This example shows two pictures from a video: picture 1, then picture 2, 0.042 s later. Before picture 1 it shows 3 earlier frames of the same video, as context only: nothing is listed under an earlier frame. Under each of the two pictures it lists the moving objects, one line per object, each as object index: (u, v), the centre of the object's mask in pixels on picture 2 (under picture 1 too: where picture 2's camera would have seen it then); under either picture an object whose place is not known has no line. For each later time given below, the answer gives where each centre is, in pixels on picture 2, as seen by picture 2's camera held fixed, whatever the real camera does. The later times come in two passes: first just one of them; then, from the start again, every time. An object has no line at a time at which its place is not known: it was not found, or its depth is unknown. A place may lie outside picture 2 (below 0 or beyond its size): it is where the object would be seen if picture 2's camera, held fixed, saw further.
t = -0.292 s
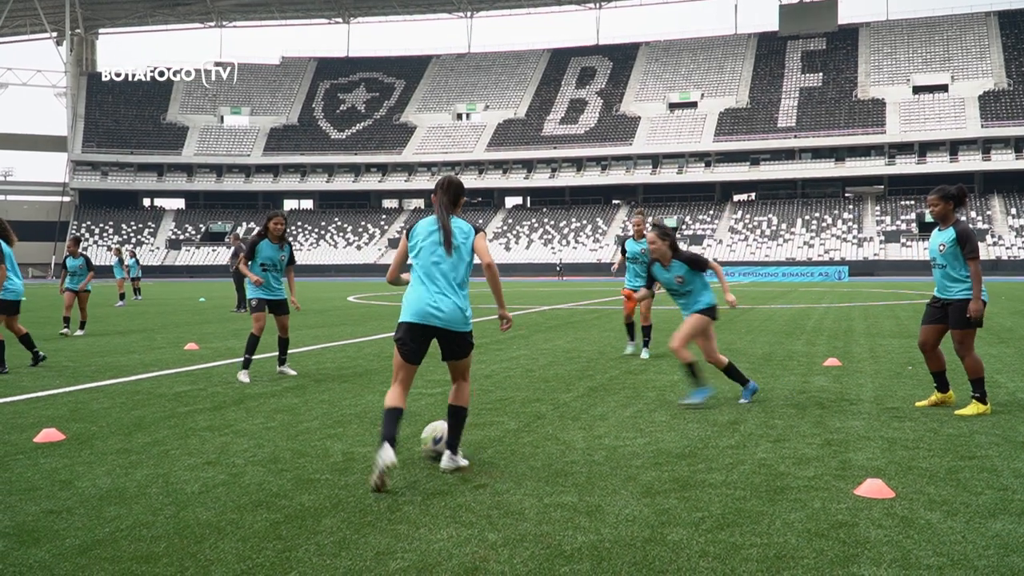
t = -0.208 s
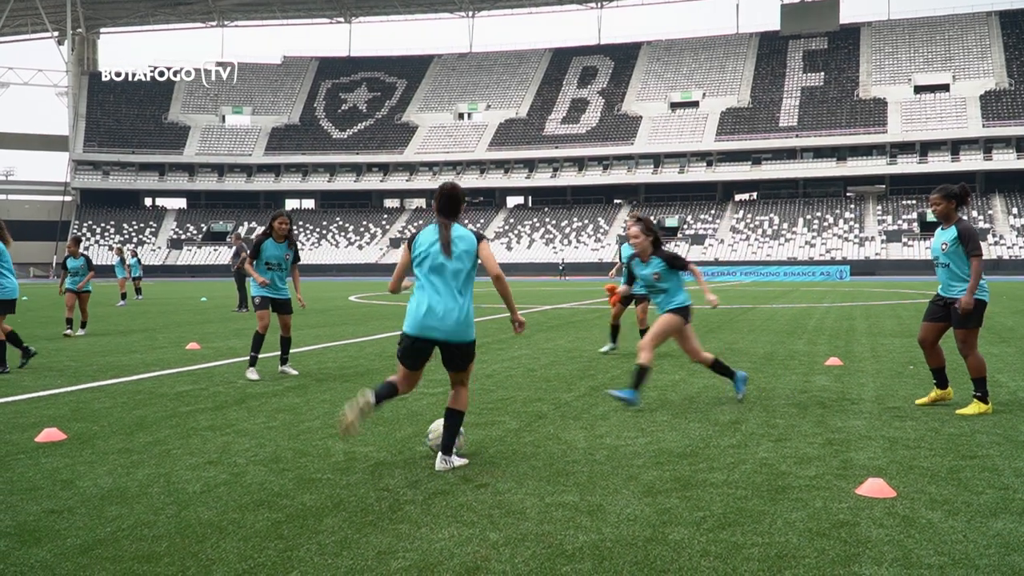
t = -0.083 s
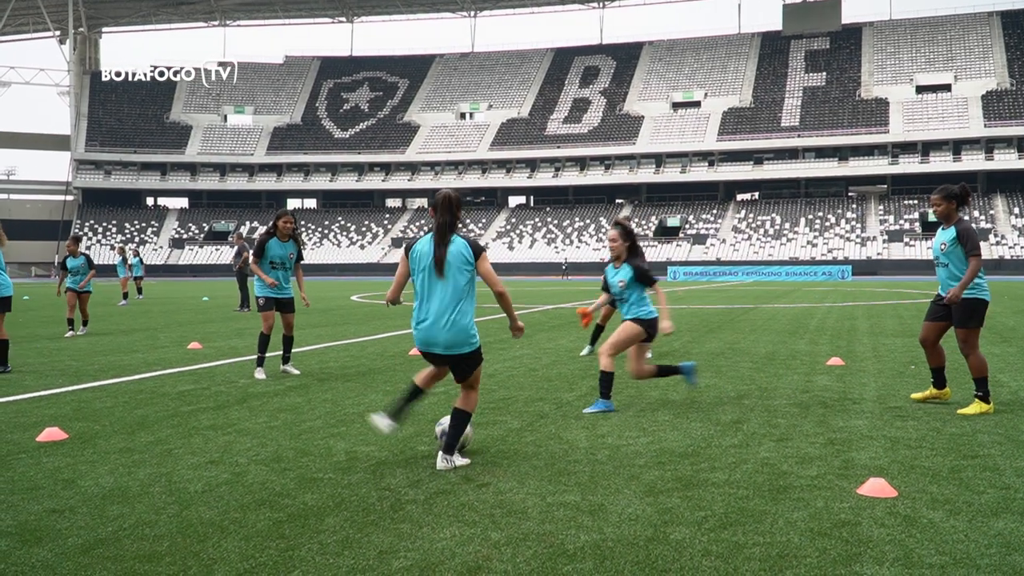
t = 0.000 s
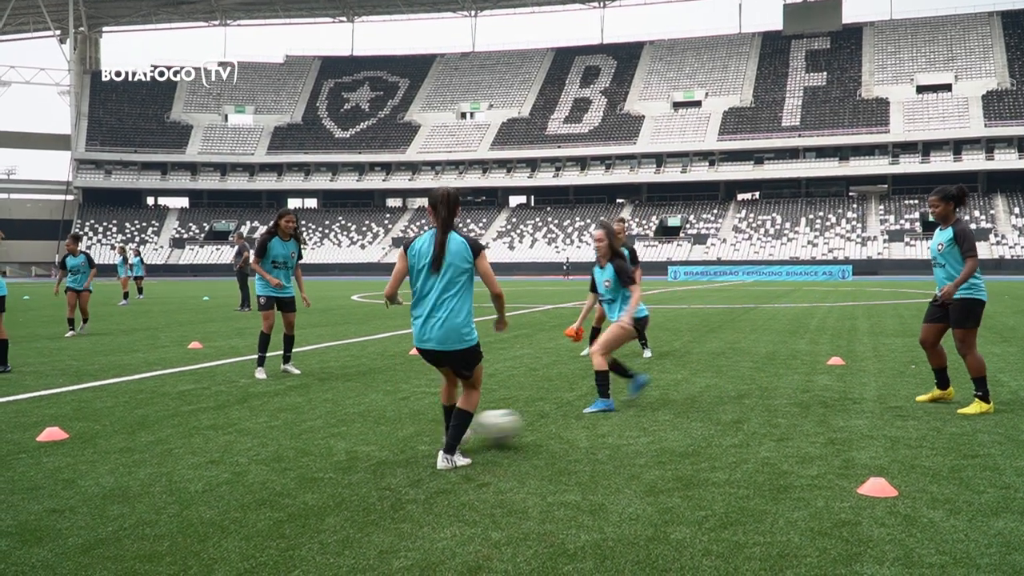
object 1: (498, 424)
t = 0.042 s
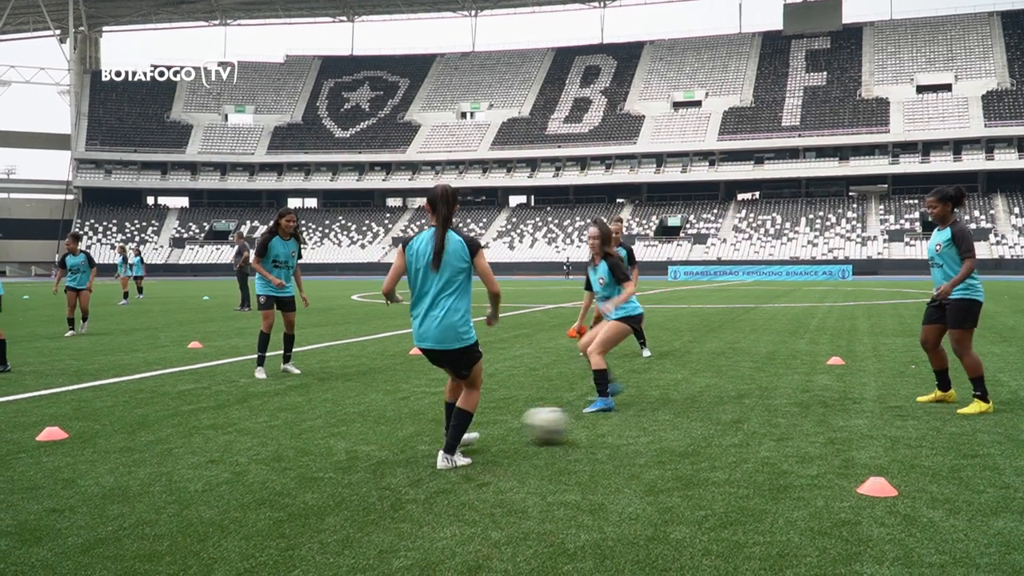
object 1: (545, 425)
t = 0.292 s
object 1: (770, 409)
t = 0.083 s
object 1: (592, 422)
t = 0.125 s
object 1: (633, 419)
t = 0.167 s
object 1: (672, 417)
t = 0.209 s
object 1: (708, 416)
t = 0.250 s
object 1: (740, 412)
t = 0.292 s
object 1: (770, 409)
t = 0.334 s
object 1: (800, 409)
